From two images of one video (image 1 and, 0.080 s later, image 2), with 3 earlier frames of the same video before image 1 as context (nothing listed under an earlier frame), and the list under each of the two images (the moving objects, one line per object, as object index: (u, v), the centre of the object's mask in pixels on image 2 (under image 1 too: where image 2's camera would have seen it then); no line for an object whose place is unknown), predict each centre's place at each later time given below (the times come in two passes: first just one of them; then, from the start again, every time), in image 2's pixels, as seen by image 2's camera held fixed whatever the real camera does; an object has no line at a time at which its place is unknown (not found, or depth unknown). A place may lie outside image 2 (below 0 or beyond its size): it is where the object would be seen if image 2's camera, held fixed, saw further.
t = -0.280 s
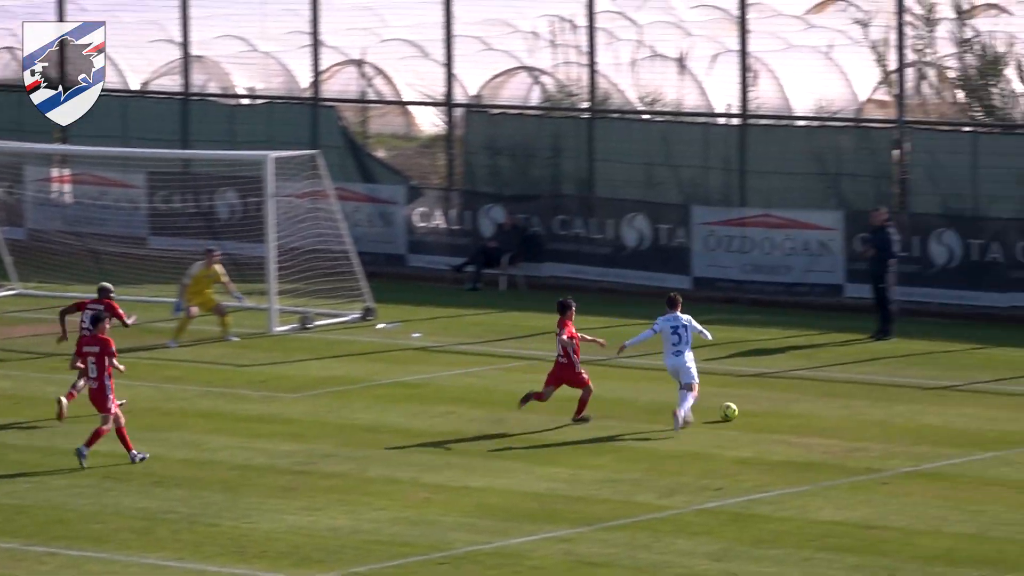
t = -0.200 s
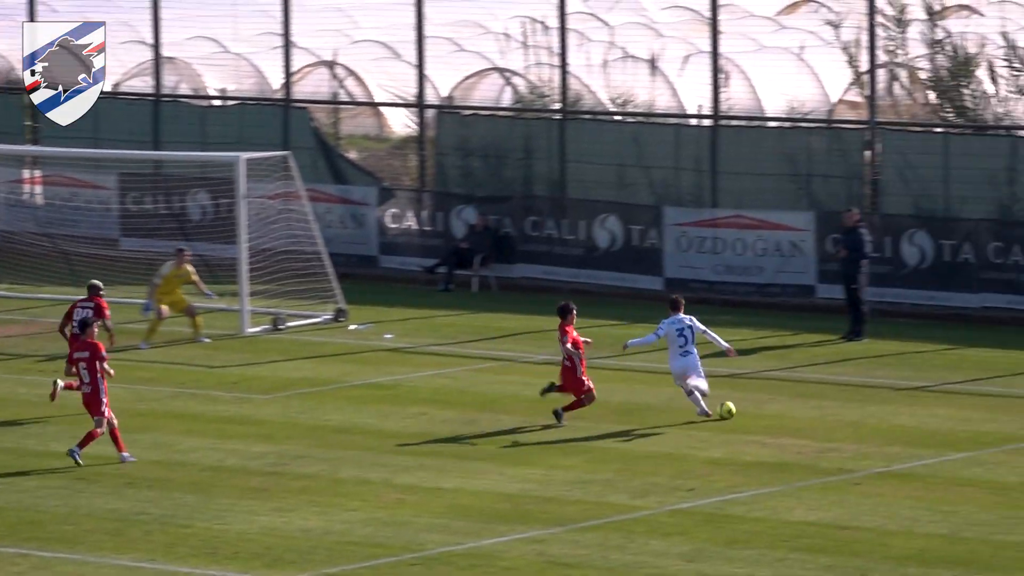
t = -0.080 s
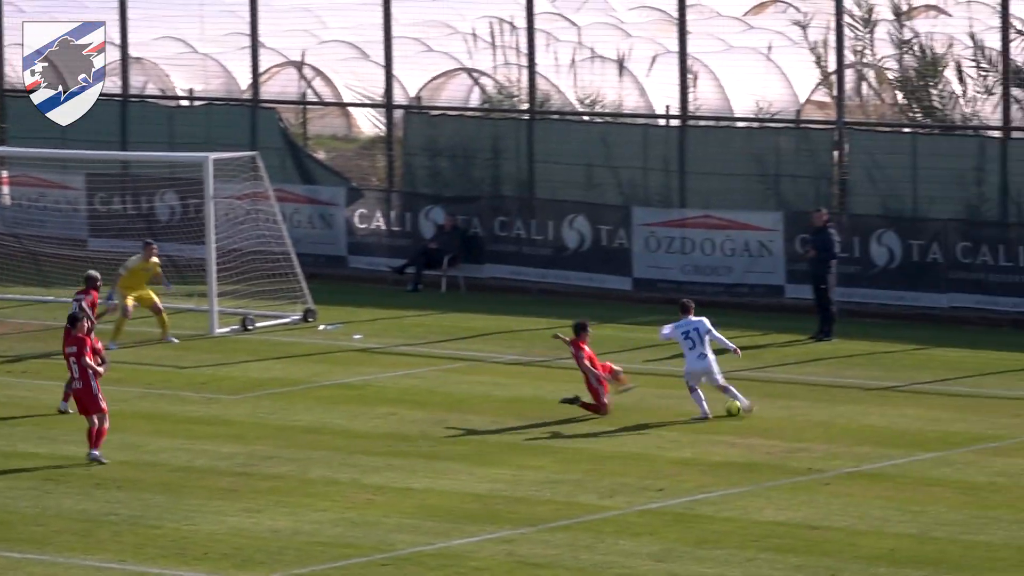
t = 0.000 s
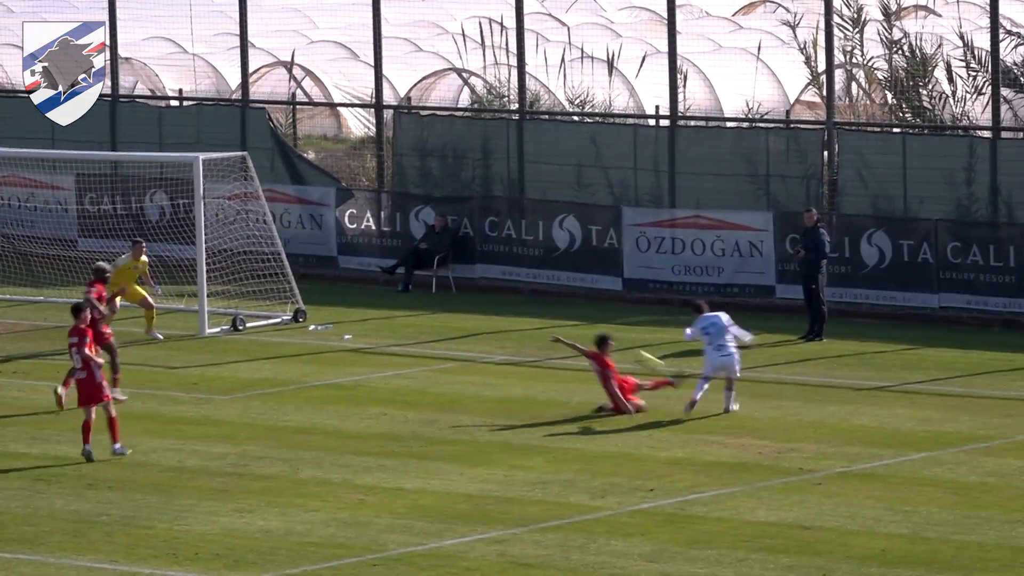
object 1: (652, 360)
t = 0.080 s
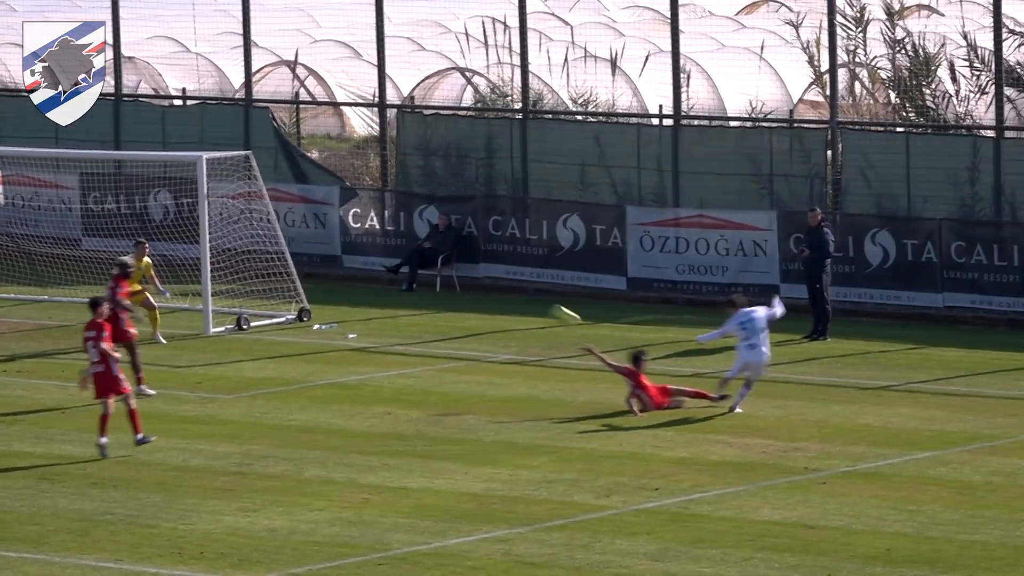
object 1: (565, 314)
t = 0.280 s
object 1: (370, 231)
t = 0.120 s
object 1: (523, 297)
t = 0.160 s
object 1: (483, 279)
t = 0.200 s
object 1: (442, 261)
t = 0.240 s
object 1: (406, 245)
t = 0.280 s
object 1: (370, 231)
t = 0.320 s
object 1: (333, 217)
